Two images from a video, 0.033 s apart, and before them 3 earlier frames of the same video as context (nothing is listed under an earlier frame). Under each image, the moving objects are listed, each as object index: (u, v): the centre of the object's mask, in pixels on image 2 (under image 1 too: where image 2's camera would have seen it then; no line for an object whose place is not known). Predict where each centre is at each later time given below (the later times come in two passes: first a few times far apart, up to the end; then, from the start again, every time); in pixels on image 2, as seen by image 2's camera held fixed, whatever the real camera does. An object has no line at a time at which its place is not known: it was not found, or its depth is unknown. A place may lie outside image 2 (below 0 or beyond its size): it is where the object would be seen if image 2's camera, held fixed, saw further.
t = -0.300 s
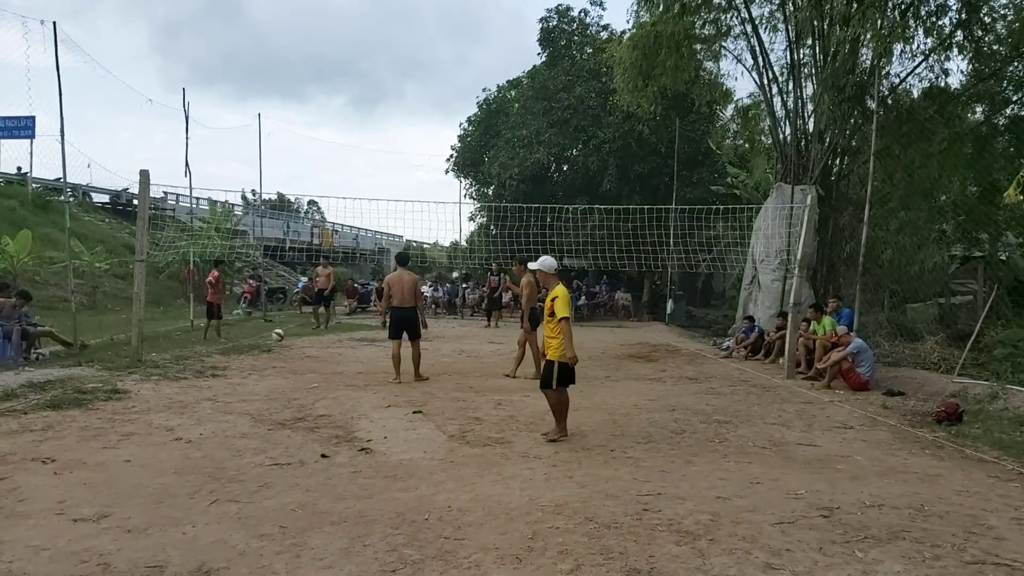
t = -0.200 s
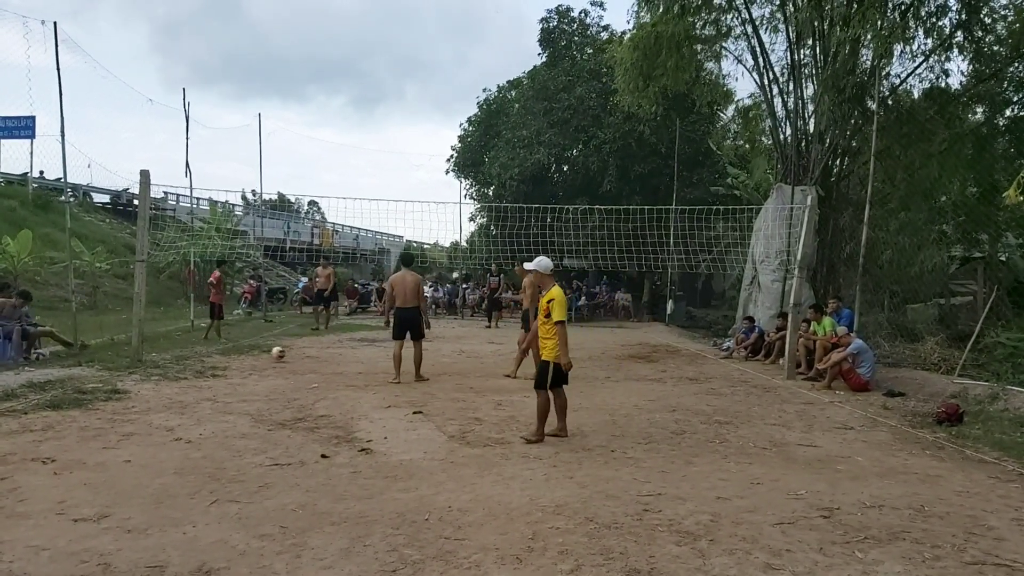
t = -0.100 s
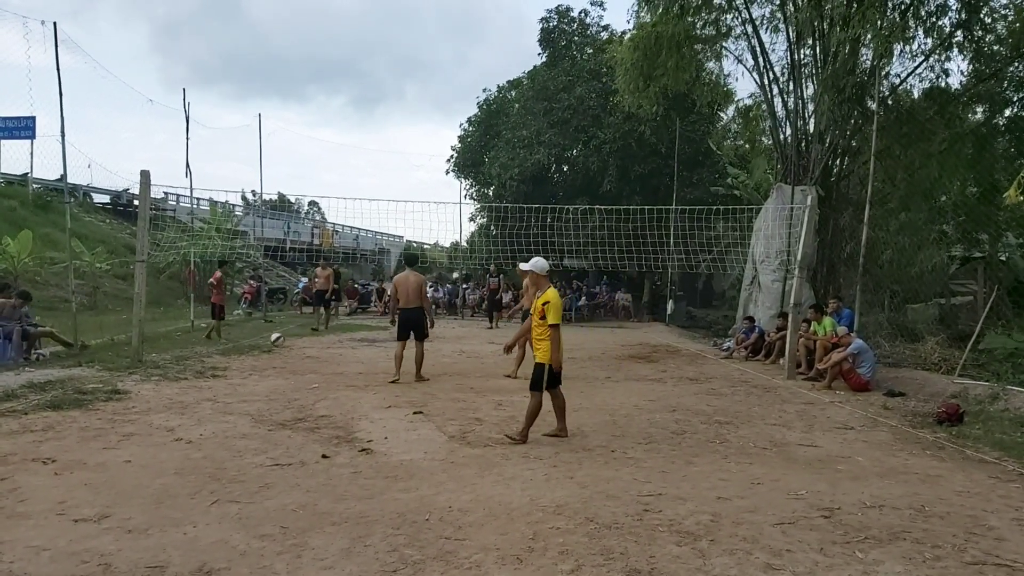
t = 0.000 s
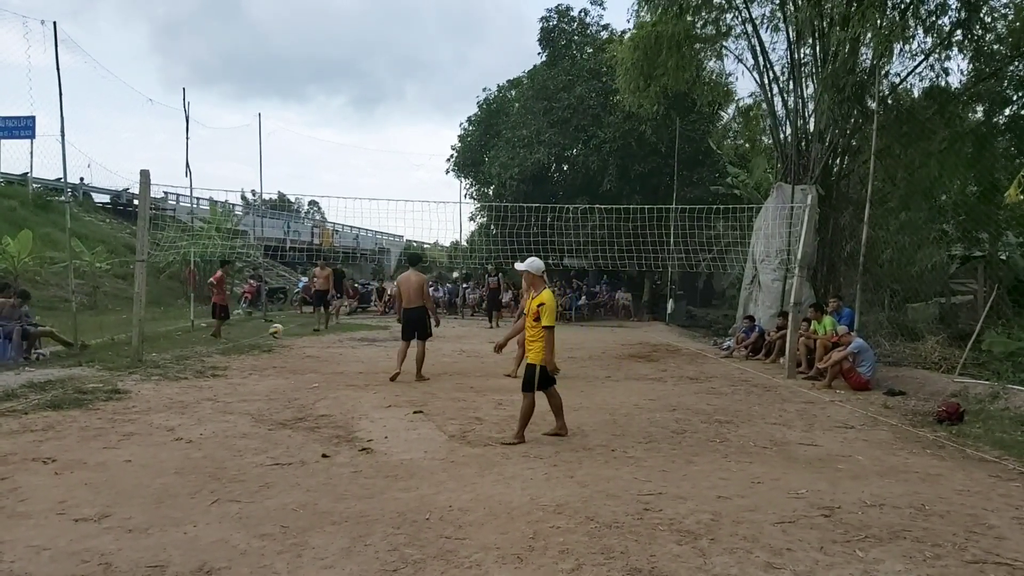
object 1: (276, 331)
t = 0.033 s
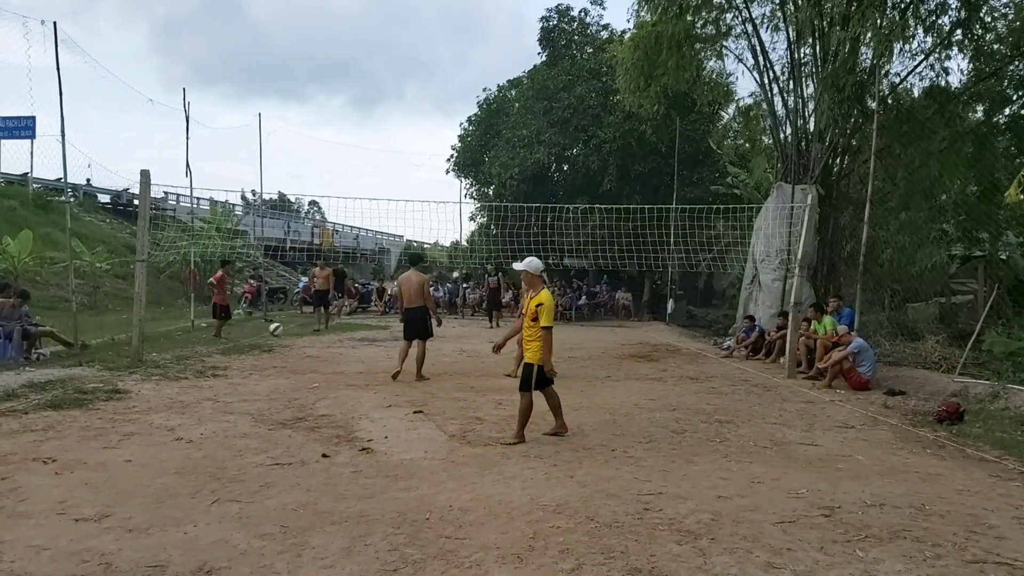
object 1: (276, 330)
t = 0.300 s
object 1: (273, 353)
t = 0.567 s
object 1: (271, 358)
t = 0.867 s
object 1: (267, 378)
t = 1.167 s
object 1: (263, 405)
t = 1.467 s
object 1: (258, 459)
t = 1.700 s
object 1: (259, 485)
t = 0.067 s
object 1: (276, 330)
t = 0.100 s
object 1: (276, 330)
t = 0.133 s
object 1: (275, 331)
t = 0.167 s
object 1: (275, 333)
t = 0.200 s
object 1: (274, 338)
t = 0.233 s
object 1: (274, 341)
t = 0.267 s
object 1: (274, 347)
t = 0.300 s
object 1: (273, 353)
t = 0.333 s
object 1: (273, 361)
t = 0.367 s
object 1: (272, 369)
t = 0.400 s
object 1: (272, 379)
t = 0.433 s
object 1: (271, 375)
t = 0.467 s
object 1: (271, 370)
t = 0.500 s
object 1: (271, 365)
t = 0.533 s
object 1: (271, 361)
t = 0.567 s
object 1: (271, 358)
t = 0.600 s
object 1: (270, 356)
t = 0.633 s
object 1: (270, 355)
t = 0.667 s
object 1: (270, 355)
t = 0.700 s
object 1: (270, 356)
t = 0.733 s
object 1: (269, 358)
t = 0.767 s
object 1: (268, 361)
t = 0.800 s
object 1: (268, 366)
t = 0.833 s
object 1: (268, 371)
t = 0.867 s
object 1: (267, 378)
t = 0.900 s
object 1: (267, 387)
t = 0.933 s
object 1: (266, 398)
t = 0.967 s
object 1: (265, 409)
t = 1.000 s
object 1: (265, 411)
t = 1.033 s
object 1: (265, 408)
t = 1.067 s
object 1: (264, 405)
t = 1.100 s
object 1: (264, 404)
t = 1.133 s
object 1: (263, 404)
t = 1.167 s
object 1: (263, 405)
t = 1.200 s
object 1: (262, 407)
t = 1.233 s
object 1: (261, 411)
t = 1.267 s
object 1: (260, 418)
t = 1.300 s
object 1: (260, 425)
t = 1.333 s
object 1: (259, 434)
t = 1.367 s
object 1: (258, 445)
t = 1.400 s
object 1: (257, 454)
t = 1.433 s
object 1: (258, 456)
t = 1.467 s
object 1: (258, 459)
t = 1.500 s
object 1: (259, 463)
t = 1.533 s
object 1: (259, 470)
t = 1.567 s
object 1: (259, 478)
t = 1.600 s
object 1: (259, 478)
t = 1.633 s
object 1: (259, 479)
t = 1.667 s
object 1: (259, 481)
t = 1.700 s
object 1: (259, 485)
